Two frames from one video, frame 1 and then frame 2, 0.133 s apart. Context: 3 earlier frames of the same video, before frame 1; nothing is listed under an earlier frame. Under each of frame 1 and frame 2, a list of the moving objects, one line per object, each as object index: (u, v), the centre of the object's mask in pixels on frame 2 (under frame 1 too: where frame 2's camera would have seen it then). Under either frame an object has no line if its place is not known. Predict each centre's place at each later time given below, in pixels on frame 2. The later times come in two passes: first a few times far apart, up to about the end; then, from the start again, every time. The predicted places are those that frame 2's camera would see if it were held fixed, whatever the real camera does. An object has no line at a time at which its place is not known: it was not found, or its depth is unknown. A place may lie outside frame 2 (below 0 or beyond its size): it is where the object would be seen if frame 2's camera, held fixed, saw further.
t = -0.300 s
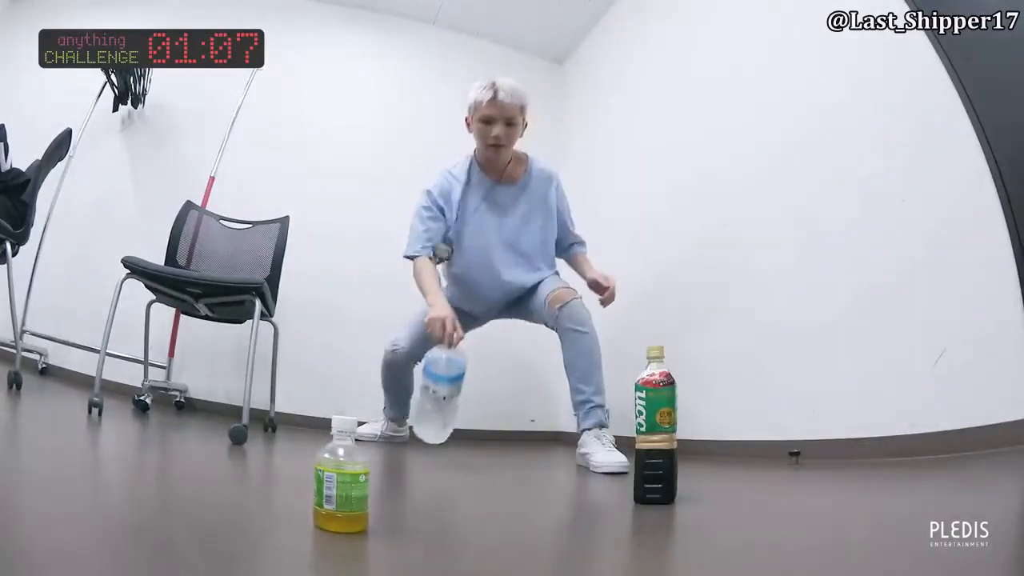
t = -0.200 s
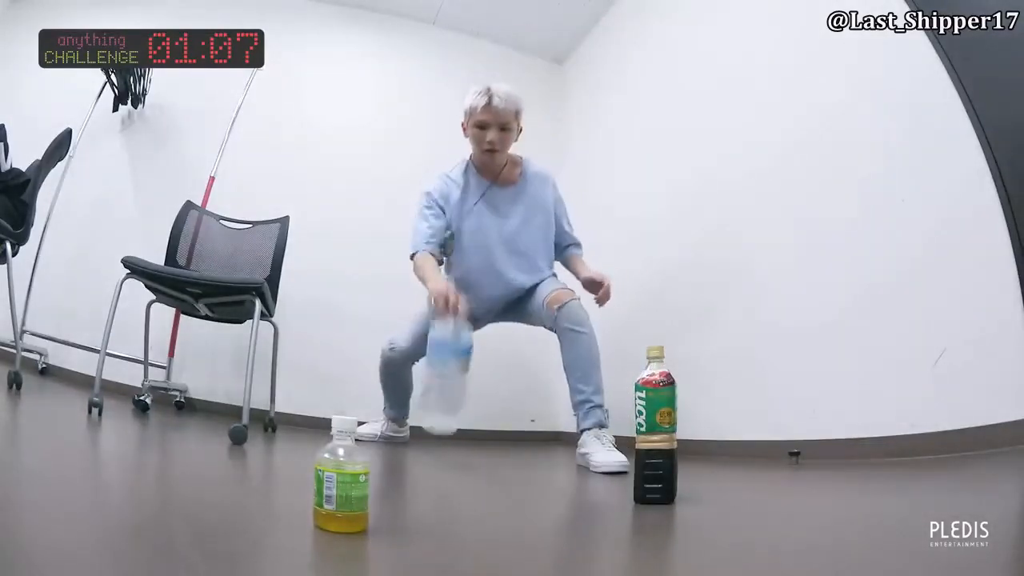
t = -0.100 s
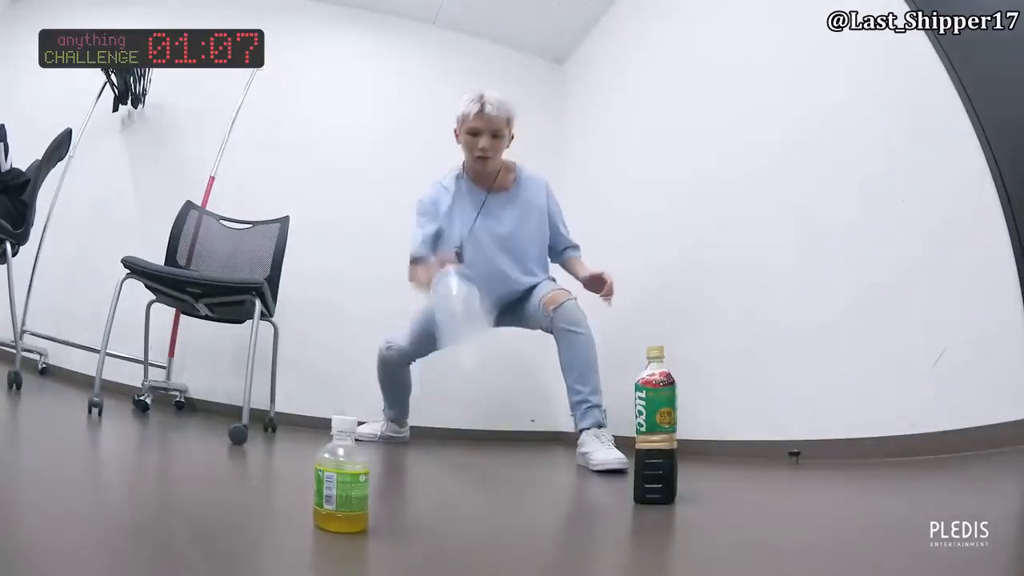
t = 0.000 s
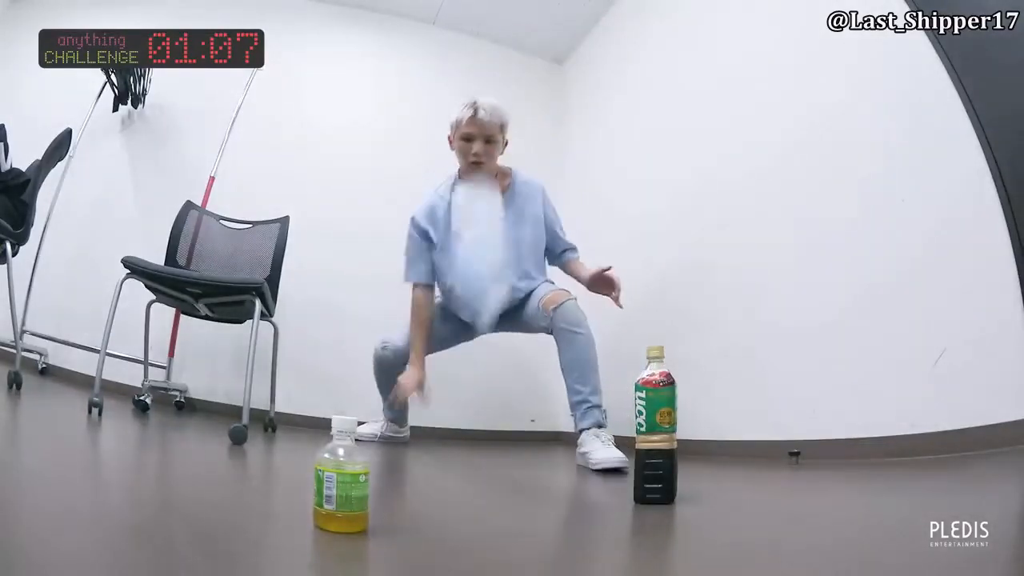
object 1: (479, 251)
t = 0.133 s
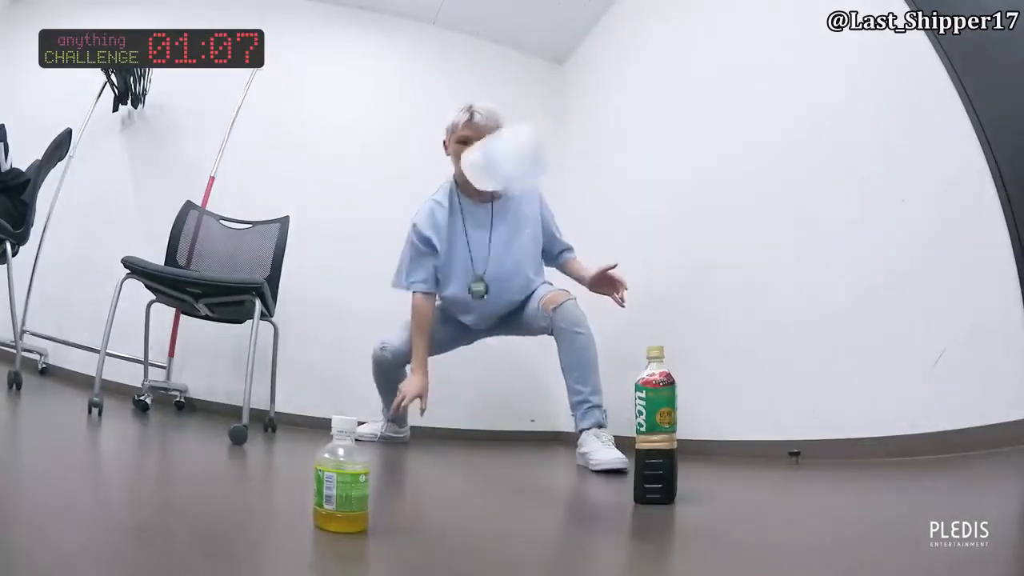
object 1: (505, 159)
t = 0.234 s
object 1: (519, 146)
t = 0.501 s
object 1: (579, 435)
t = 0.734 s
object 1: (579, 432)
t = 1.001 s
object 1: (579, 433)
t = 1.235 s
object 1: (578, 436)
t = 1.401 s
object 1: (578, 436)
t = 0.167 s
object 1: (509, 151)
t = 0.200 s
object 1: (514, 148)
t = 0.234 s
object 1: (519, 146)
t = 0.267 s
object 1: (525, 153)
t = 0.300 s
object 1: (530, 172)
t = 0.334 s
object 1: (535, 204)
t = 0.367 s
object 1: (542, 232)
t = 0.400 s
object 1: (547, 313)
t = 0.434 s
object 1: (556, 405)
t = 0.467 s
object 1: (570, 436)
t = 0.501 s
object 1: (579, 435)
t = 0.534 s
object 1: (579, 433)
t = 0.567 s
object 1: (579, 434)
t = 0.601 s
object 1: (580, 433)
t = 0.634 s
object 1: (579, 433)
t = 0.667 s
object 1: (579, 433)
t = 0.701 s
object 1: (579, 433)
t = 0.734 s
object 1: (579, 432)
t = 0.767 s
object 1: (579, 432)
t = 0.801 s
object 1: (580, 432)
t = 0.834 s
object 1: (580, 432)
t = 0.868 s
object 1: (580, 432)
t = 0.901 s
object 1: (580, 431)
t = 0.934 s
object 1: (580, 431)
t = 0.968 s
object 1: (580, 432)
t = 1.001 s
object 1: (579, 433)
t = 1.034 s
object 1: (579, 433)
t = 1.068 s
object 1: (580, 433)
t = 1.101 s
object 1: (579, 433)
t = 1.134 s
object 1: (580, 431)
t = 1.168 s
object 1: (578, 437)
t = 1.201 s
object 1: (578, 436)
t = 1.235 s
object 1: (578, 436)
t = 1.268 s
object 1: (578, 436)
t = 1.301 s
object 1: (578, 436)
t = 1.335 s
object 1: (578, 436)
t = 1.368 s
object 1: (578, 436)
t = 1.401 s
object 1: (578, 436)
